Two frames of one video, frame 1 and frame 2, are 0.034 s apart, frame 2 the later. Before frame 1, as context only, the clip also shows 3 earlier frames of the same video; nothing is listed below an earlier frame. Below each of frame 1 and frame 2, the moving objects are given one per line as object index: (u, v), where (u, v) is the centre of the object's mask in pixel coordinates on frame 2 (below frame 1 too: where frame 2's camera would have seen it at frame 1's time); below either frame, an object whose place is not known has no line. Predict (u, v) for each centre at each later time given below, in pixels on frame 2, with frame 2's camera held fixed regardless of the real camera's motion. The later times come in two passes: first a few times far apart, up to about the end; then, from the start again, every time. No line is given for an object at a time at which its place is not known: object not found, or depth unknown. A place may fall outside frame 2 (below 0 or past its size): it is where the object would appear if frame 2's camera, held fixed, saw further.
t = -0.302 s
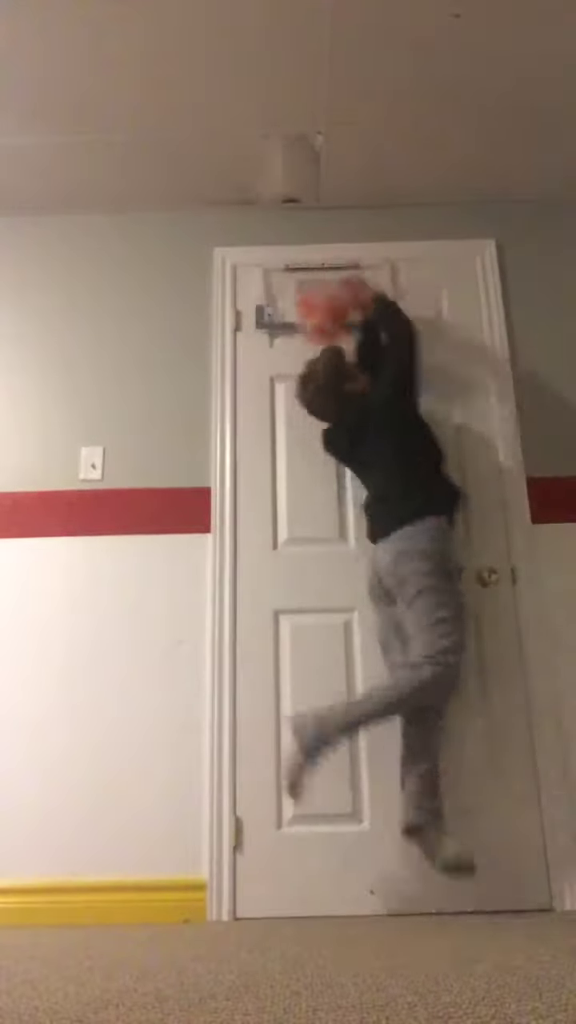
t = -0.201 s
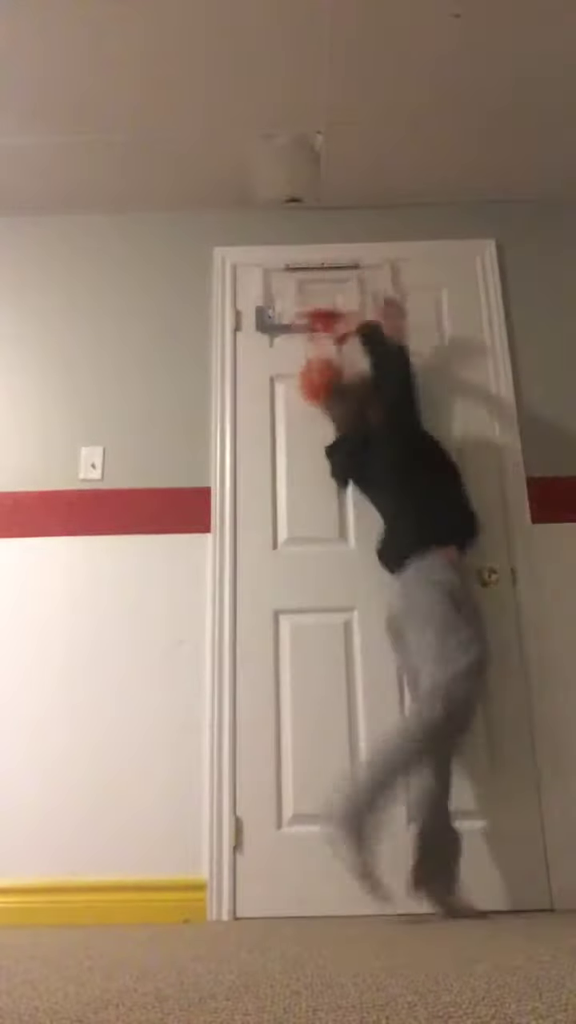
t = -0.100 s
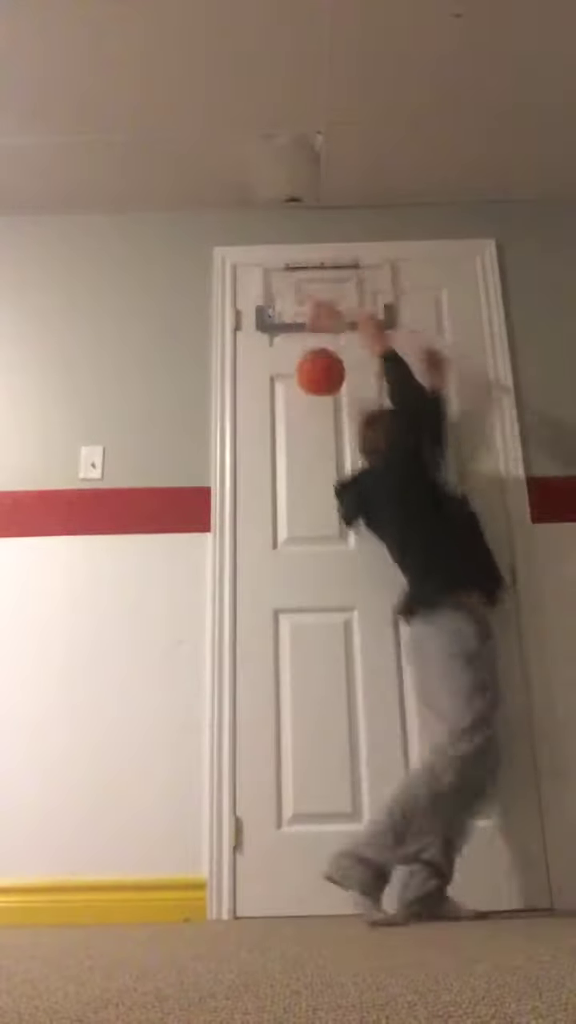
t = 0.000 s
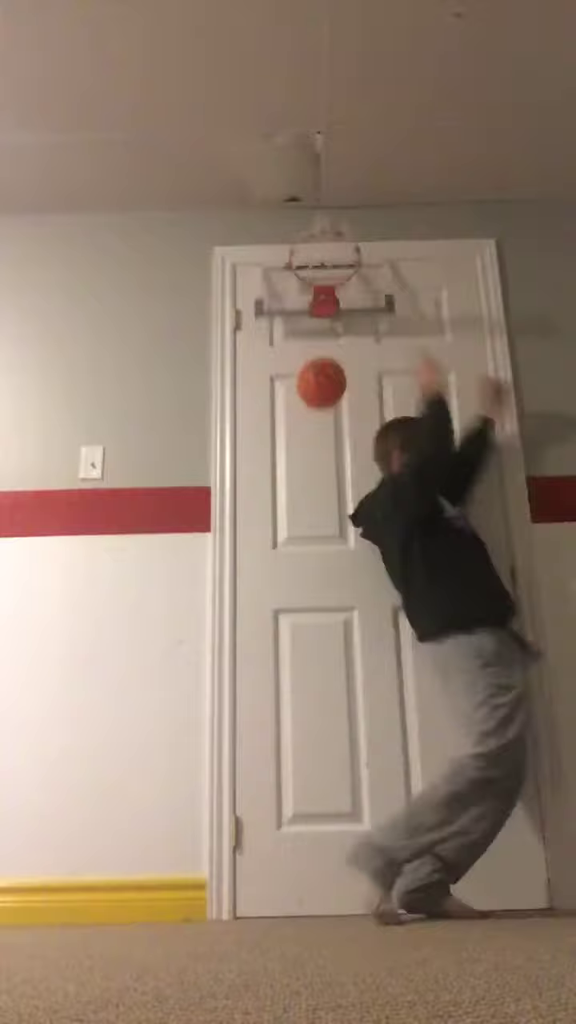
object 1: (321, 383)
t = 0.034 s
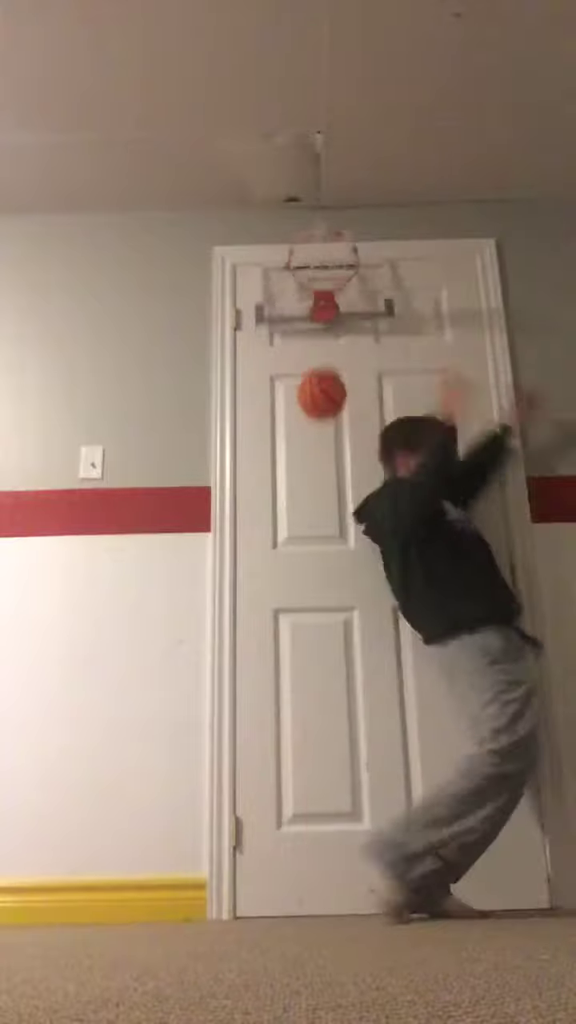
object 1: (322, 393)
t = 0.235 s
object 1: (327, 556)
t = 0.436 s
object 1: (340, 855)
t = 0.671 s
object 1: (290, 528)
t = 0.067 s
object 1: (322, 408)
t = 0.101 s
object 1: (323, 427)
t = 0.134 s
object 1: (323, 451)
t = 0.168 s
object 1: (323, 479)
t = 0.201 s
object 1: (325, 514)
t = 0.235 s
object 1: (327, 556)
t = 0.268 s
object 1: (329, 602)
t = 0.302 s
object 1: (332, 663)
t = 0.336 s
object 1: (335, 725)
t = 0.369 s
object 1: (340, 808)
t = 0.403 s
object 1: (346, 883)
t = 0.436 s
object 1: (340, 855)
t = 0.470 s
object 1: (330, 780)
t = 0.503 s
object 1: (324, 720)
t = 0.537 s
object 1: (316, 668)
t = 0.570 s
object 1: (308, 626)
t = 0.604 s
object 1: (302, 587)
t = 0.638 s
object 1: (296, 554)
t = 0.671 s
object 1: (290, 528)
